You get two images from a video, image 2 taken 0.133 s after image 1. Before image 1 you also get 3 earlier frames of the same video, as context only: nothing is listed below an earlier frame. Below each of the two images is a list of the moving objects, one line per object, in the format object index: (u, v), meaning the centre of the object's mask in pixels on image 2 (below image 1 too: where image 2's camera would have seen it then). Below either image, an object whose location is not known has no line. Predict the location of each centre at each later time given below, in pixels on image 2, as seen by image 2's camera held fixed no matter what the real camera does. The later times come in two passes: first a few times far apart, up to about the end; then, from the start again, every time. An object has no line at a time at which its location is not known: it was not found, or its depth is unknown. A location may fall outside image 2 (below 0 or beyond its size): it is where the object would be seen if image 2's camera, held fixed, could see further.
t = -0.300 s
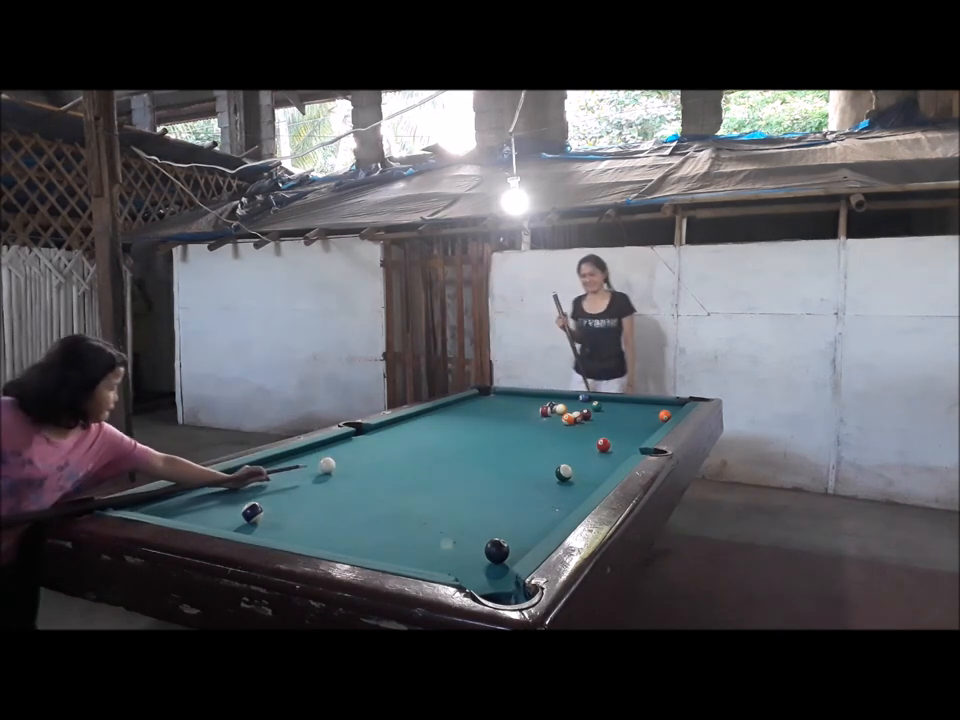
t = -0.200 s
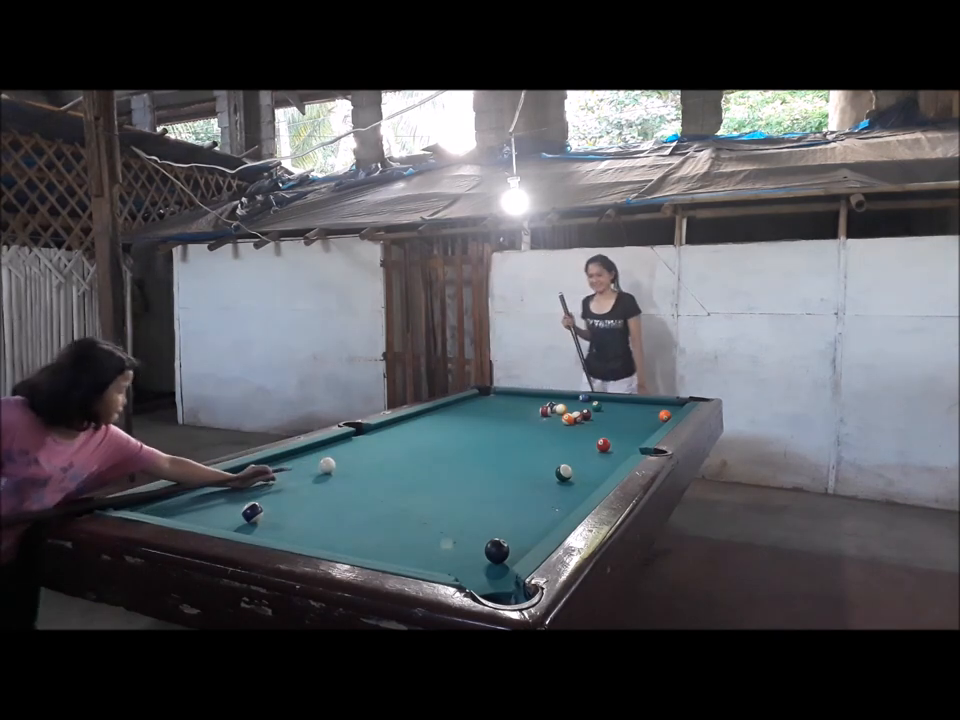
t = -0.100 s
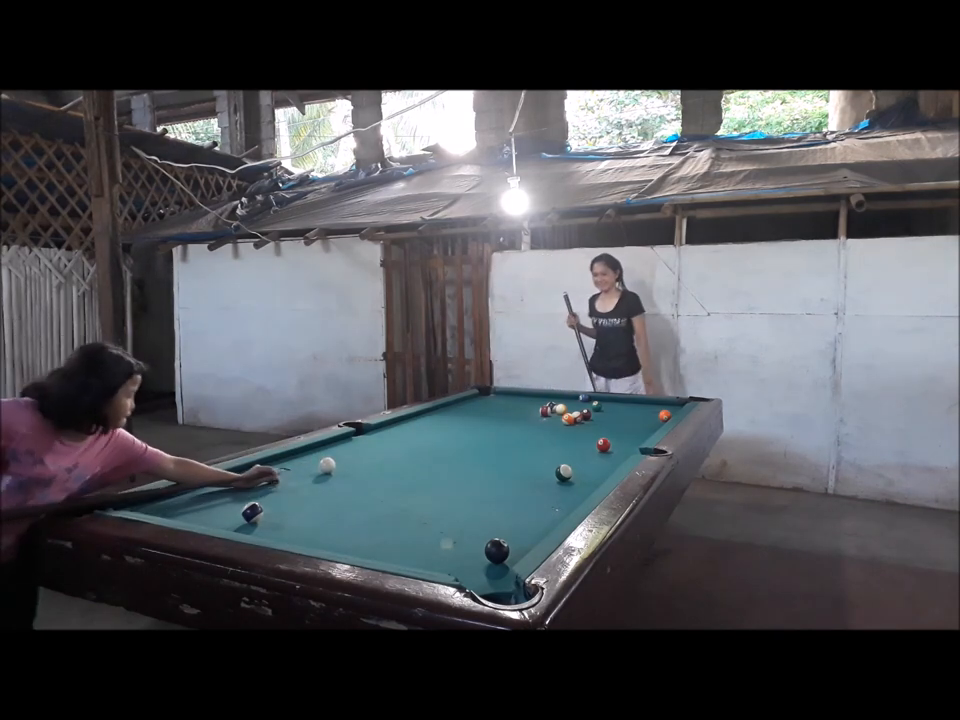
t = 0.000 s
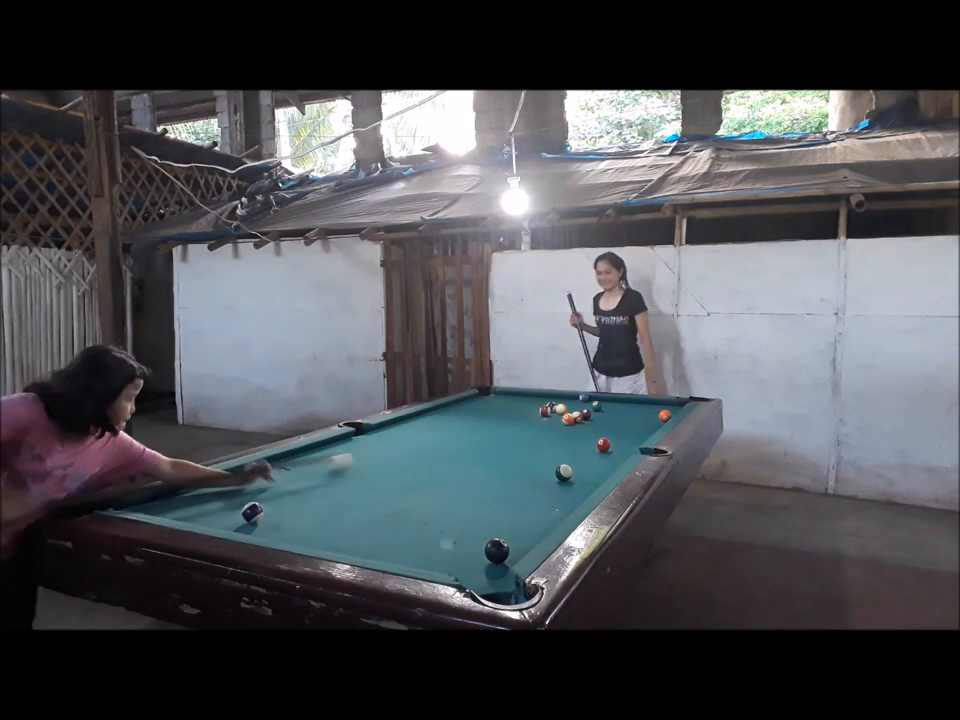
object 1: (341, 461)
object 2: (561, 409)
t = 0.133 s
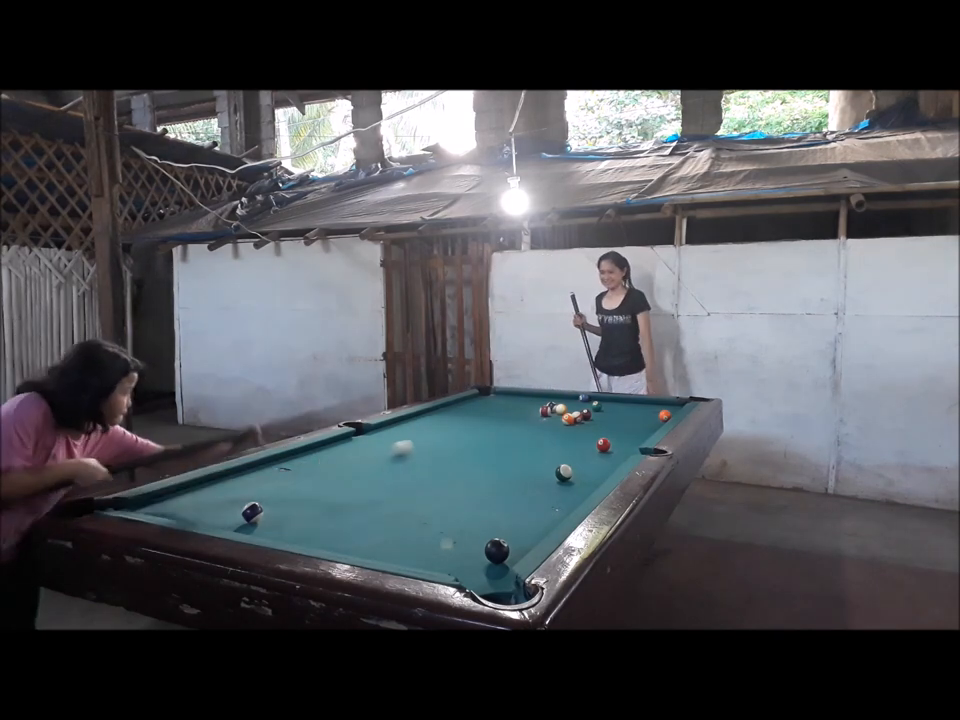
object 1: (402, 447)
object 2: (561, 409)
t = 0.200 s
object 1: (428, 442)
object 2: (561, 409)
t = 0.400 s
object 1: (496, 426)
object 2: (560, 409)
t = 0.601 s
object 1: (552, 412)
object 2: (561, 409)
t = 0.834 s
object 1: (598, 410)
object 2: (571, 399)
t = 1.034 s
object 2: (570, 397)
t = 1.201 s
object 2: (562, 400)
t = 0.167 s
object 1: (415, 444)
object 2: (561, 409)
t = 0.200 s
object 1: (428, 442)
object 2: (561, 409)
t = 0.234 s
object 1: (441, 439)
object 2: (561, 409)
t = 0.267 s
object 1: (453, 436)
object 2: (561, 409)
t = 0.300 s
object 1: (464, 433)
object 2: (561, 409)
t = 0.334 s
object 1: (475, 431)
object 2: (561, 409)
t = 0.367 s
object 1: (486, 428)
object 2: (561, 409)
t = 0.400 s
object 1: (496, 426)
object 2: (560, 409)
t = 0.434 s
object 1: (507, 423)
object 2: (560, 409)
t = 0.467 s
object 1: (517, 421)
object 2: (560, 409)
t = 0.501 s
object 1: (526, 419)
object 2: (561, 409)
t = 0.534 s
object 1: (535, 417)
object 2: (561, 409)
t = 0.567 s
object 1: (543, 414)
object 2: (561, 409)
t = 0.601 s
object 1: (552, 412)
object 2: (561, 409)
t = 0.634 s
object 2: (561, 409)
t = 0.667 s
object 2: (564, 408)
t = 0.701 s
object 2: (564, 405)
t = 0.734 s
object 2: (566, 404)
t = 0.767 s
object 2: (568, 402)
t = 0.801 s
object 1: (593, 409)
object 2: (569, 401)
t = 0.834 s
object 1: (598, 410)
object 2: (571, 399)
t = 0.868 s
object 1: (604, 410)
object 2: (572, 399)
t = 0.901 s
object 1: (610, 409)
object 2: (573, 397)
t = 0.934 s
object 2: (573, 397)
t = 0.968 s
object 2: (573, 396)
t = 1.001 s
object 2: (572, 397)
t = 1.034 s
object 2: (570, 397)
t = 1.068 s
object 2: (568, 398)
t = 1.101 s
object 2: (567, 398)
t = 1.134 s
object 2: (565, 399)
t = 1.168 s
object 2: (564, 399)
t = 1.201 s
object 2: (562, 400)
